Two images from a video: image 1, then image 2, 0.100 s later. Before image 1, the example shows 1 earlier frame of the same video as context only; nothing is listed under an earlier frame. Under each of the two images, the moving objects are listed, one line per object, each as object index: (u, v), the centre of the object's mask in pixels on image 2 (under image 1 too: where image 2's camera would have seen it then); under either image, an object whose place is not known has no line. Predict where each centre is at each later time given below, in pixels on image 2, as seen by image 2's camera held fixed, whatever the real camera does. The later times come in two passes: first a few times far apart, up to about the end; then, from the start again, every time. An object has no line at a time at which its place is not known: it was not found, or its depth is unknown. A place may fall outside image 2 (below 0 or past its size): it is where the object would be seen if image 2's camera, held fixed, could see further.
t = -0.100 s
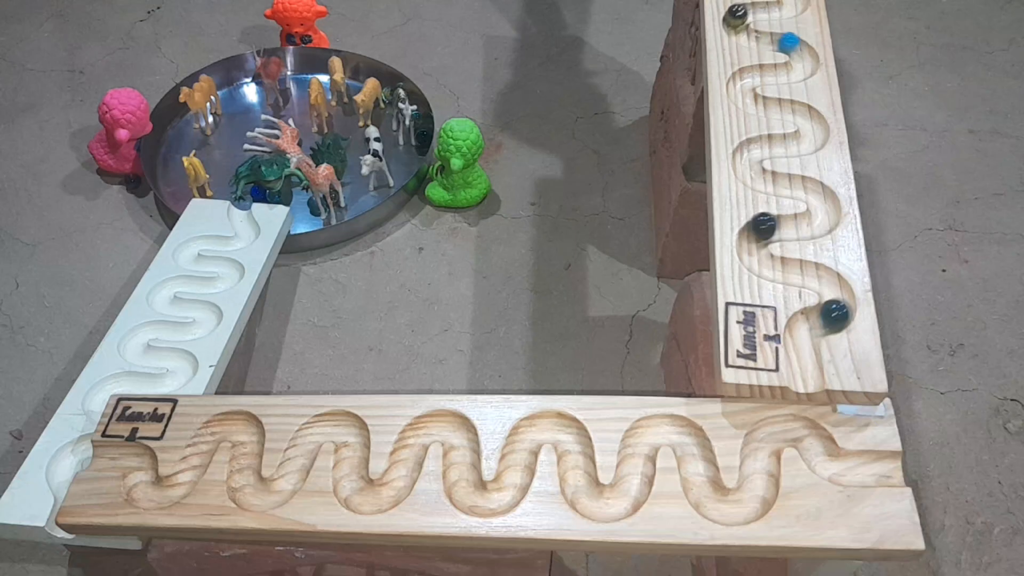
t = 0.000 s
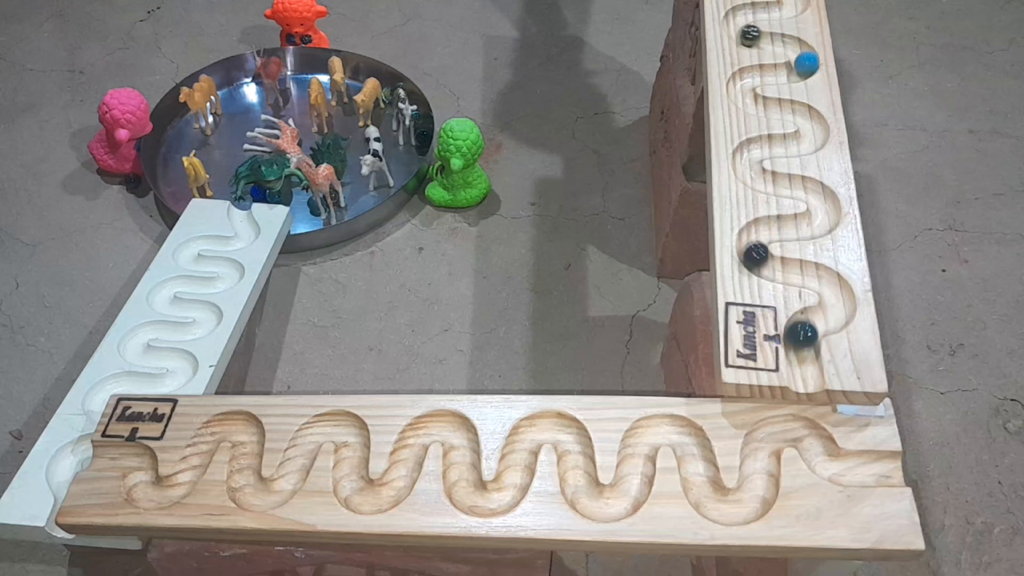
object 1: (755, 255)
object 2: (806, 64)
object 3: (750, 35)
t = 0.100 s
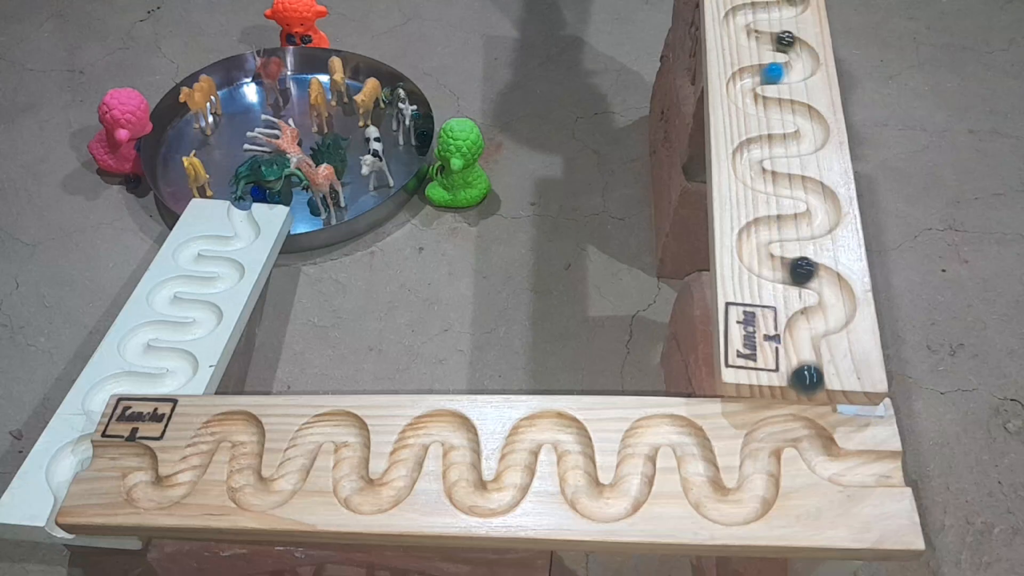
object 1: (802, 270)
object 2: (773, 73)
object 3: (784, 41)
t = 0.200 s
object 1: (839, 291)
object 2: (740, 83)
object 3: (805, 62)
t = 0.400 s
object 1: (801, 342)
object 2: (807, 114)
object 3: (743, 77)
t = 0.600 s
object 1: (802, 416)
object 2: (766, 145)
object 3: (785, 107)
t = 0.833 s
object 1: (758, 460)
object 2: (798, 186)
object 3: (786, 144)
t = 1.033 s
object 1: (715, 503)
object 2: (802, 226)
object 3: (756, 175)
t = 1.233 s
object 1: (676, 428)
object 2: (760, 261)
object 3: (825, 202)
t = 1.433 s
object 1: (628, 495)
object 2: (841, 295)
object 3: (762, 226)
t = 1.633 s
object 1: (573, 451)
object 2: (803, 349)
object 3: (799, 270)
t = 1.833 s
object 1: (518, 451)
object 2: (790, 415)
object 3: (823, 319)
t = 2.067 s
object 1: (458, 467)
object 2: (758, 476)
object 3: (807, 420)
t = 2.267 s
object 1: (411, 441)
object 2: (706, 498)
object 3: (807, 438)
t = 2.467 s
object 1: (349, 488)
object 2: (669, 427)
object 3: (764, 440)
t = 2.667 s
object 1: (328, 424)
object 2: (624, 501)
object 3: (716, 504)
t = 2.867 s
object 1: (270, 495)
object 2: (572, 438)
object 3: (670, 425)
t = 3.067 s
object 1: (247, 437)
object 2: (515, 476)
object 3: (622, 500)
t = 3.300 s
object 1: (186, 470)
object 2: (462, 445)
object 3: (567, 430)
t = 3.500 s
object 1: (138, 464)
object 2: (405, 460)
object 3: (511, 485)
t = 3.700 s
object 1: (70, 460)
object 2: (347, 478)
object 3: (459, 454)
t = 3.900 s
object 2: (315, 428)
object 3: (409, 442)
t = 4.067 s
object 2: (270, 495)
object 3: (362, 498)
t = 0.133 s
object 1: (817, 274)
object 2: (758, 73)
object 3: (796, 46)
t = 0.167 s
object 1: (832, 280)
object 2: (745, 76)
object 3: (806, 55)
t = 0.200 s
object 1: (839, 291)
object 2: (740, 83)
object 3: (805, 62)
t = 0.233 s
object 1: (842, 304)
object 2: (740, 92)
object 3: (803, 68)
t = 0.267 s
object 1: (836, 316)
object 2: (750, 101)
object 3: (795, 71)
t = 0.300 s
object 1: (823, 321)
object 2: (763, 105)
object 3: (782, 71)
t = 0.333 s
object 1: (807, 322)
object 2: (779, 108)
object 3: (769, 72)
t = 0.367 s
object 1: (800, 329)
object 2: (794, 110)
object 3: (756, 73)
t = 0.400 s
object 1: (801, 342)
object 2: (807, 114)
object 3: (743, 77)
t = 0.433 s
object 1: (806, 355)
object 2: (815, 122)
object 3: (740, 82)
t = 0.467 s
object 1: (807, 369)
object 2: (816, 133)
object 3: (741, 91)
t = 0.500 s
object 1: (806, 383)
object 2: (810, 141)
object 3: (747, 99)
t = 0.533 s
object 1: (804, 403)
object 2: (798, 144)
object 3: (758, 102)
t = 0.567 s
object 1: (798, 428)
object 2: (781, 145)
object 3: (772, 105)
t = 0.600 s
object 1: (802, 416)
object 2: (766, 145)
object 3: (785, 107)
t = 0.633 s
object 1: (799, 415)
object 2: (751, 145)
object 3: (798, 110)
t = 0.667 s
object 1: (790, 427)
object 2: (746, 153)
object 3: (810, 114)
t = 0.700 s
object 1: (782, 429)
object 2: (746, 164)
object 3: (814, 122)
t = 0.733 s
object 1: (771, 430)
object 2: (753, 174)
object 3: (816, 134)
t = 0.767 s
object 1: (764, 439)
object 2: (766, 180)
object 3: (812, 140)
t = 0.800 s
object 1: (759, 448)
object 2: (781, 183)
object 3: (800, 143)
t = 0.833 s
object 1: (758, 460)
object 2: (798, 186)
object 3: (786, 144)
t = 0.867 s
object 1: (760, 472)
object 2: (813, 189)
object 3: (772, 144)
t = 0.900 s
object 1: (762, 483)
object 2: (824, 195)
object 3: (758, 146)
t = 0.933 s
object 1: (757, 496)
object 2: (826, 207)
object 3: (747, 149)
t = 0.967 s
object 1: (748, 504)
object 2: (826, 219)
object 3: (745, 156)
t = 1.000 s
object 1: (733, 507)
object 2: (818, 224)
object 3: (747, 168)
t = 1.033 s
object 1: (715, 503)
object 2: (802, 226)
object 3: (756, 175)
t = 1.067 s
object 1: (702, 492)
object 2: (787, 227)
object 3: (768, 180)
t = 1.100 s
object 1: (697, 478)
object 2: (769, 228)
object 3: (782, 183)
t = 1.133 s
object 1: (695, 463)
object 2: (755, 229)
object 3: (797, 185)
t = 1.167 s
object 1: (694, 448)
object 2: (751, 237)
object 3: (809, 186)
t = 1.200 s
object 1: (687, 437)
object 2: (753, 251)
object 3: (819, 191)
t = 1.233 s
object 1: (676, 428)
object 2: (760, 261)
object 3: (825, 202)
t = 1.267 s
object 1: (660, 426)
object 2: (773, 268)
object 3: (827, 216)
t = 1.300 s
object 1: (645, 432)
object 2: (789, 270)
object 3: (821, 222)
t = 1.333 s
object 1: (636, 445)
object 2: (804, 270)
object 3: (807, 225)
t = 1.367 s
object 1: (636, 461)
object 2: (819, 275)
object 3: (794, 226)
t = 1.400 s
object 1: (635, 478)
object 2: (834, 283)
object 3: (778, 225)
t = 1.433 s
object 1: (628, 495)
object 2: (841, 295)
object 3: (762, 226)
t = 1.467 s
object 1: (616, 503)
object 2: (842, 309)
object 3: (752, 234)
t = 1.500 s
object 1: (599, 503)
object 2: (832, 318)
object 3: (750, 244)
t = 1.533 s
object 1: (583, 495)
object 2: (817, 322)
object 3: (755, 257)
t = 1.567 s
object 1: (576, 482)
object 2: (801, 325)
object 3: (768, 265)
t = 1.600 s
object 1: (575, 467)
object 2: (798, 334)
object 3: (785, 268)
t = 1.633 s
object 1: (573, 451)
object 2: (803, 349)
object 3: (799, 270)
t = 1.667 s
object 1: (571, 437)
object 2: (809, 364)
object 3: (815, 273)
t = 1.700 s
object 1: (563, 428)
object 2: (808, 379)
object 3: (831, 280)
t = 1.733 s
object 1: (550, 424)
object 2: (805, 397)
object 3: (841, 289)
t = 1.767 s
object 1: (535, 426)
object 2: (797, 427)
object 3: (841, 303)
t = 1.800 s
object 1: (524, 435)
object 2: (794, 422)
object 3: (836, 317)
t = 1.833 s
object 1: (518, 451)
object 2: (790, 415)
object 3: (823, 319)
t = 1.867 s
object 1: (517, 467)
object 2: (784, 423)
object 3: (804, 322)
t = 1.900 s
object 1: (513, 483)
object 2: (771, 434)
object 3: (799, 330)
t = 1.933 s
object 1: (503, 496)
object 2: (762, 437)
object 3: (801, 343)
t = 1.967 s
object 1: (488, 501)
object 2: (761, 447)
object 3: (803, 358)
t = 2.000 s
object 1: (470, 497)
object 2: (762, 458)
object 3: (806, 375)
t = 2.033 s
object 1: (461, 483)
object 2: (759, 467)
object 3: (809, 392)
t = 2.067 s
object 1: (458, 467)
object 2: (758, 476)
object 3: (807, 420)
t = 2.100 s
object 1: (459, 452)
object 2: (760, 488)
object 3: (813, 430)
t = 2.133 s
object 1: (462, 435)
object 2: (758, 498)
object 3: (817, 430)
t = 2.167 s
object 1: (452, 426)
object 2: (751, 505)
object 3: (811, 437)
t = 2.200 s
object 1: (439, 422)
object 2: (736, 508)
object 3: (815, 435)
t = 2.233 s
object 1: (423, 426)
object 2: (720, 507)
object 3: (811, 438)
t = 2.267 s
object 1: (411, 441)
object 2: (706, 498)
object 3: (807, 438)
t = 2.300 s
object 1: (404, 456)
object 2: (699, 485)
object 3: (806, 434)
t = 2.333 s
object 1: (402, 475)
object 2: (698, 470)
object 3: (803, 431)
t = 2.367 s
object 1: (393, 490)
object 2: (698, 455)
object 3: (795, 431)
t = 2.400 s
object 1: (379, 497)
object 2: (693, 443)
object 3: (785, 428)
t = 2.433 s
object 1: (361, 498)
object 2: (683, 431)
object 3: (774, 428)
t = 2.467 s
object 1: (349, 488)
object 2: (669, 427)
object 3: (764, 440)
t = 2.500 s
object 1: (348, 475)
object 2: (653, 429)
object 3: (758, 455)
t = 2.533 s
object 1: (352, 458)
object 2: (638, 438)
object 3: (759, 474)
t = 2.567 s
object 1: (353, 445)
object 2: (635, 453)
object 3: (761, 492)
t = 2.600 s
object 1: (350, 431)
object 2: (638, 471)
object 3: (751, 503)
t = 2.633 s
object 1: (343, 423)
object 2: (635, 489)
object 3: (733, 508)
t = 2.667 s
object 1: (328, 424)
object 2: (624, 501)
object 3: (716, 504)
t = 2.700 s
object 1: (313, 429)
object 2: (606, 505)
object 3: (703, 491)
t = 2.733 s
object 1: (303, 442)
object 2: (588, 500)
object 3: (697, 476)
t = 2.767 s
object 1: (299, 457)
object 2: (577, 485)
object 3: (696, 461)
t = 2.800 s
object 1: (293, 471)
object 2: (578, 469)
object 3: (694, 445)
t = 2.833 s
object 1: (282, 486)
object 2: (578, 453)
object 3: (684, 431)
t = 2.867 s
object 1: (270, 495)
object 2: (572, 438)
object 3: (670, 425)
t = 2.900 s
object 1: (257, 495)
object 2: (562, 425)
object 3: (653, 427)
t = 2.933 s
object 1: (242, 489)
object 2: (547, 425)
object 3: (639, 437)
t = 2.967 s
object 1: (240, 478)
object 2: (530, 428)
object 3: (636, 452)
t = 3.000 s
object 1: (245, 465)
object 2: (522, 441)
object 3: (637, 470)
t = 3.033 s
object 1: (246, 451)
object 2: (517, 458)
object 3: (633, 487)
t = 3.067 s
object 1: (247, 437)
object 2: (515, 476)
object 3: (622, 500)
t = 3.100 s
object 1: (246, 426)
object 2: (510, 493)
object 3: (605, 503)
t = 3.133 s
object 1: (234, 424)
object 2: (496, 501)
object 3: (587, 499)
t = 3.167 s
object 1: (221, 424)
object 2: (479, 501)
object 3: (578, 487)
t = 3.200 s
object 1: (207, 430)
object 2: (466, 494)
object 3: (574, 471)
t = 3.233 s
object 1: (200, 444)
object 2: (459, 478)
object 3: (575, 456)
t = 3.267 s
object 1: (193, 457)
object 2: (459, 461)
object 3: (573, 442)
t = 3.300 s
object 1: (186, 470)
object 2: (462, 445)
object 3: (567, 430)
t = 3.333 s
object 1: (178, 485)
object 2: (460, 430)
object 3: (554, 424)
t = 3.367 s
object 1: (167, 491)
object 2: (450, 425)
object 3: (538, 425)
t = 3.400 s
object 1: (154, 492)
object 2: (435, 423)
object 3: (525, 434)
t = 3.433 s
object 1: (140, 489)
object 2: (420, 430)
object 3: (519, 449)
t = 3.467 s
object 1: (137, 477)
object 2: (409, 444)
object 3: (515, 467)
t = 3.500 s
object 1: (138, 464)
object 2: (405, 460)
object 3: (511, 485)
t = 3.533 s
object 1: (133, 456)
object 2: (399, 479)
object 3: (500, 497)
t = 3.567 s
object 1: (123, 456)
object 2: (391, 493)
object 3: (486, 500)
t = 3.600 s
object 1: (109, 456)
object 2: (378, 499)
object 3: (469, 497)
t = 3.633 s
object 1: (95, 457)
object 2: (362, 499)
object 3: (461, 484)
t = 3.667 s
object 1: (80, 455)
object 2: (351, 492)
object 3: (460, 470)
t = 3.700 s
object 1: (70, 460)
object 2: (347, 478)
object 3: (459, 454)
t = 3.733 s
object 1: (61, 467)
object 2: (351, 462)
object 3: (460, 439)
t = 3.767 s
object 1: (58, 452)
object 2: (354, 447)
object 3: (458, 429)
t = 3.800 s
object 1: (64, 446)
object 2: (354, 432)
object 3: (448, 424)
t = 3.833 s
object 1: (80, 442)
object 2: (345, 425)
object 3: (432, 423)
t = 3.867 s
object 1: (89, 448)
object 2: (329, 423)
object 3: (419, 429)
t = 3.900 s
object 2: (315, 428)
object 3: (409, 442)
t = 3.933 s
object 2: (303, 442)
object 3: (405, 457)
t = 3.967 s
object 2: (297, 458)
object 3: (401, 476)
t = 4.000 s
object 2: (291, 475)
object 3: (393, 490)
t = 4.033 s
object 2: (281, 491)
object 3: (379, 498)
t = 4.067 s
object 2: (270, 495)
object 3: (362, 498)
